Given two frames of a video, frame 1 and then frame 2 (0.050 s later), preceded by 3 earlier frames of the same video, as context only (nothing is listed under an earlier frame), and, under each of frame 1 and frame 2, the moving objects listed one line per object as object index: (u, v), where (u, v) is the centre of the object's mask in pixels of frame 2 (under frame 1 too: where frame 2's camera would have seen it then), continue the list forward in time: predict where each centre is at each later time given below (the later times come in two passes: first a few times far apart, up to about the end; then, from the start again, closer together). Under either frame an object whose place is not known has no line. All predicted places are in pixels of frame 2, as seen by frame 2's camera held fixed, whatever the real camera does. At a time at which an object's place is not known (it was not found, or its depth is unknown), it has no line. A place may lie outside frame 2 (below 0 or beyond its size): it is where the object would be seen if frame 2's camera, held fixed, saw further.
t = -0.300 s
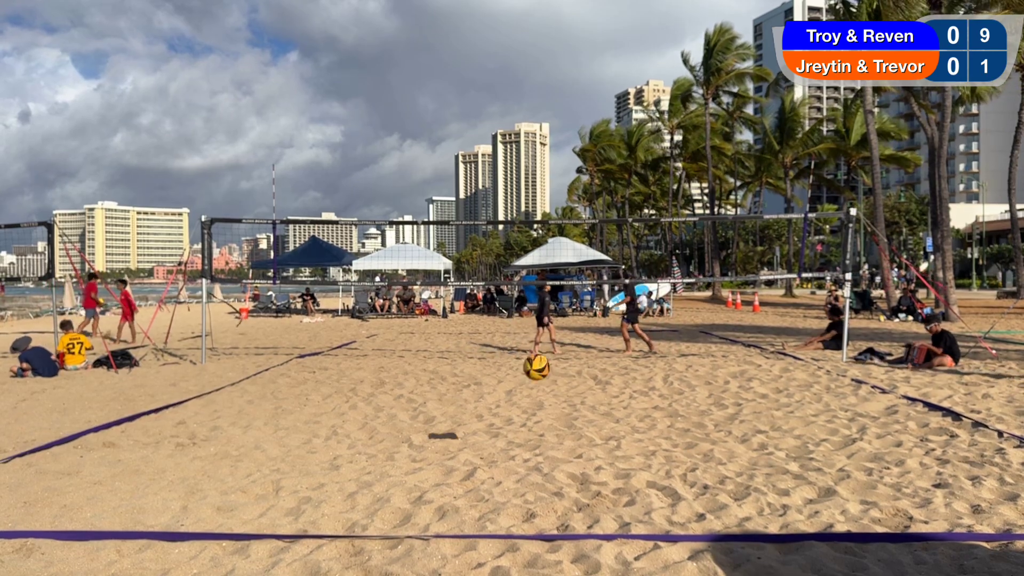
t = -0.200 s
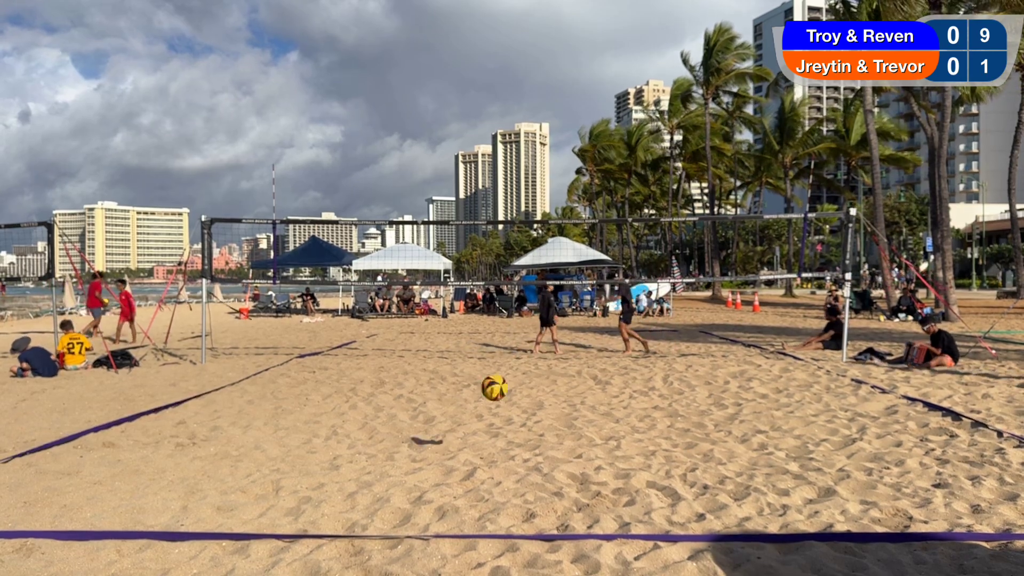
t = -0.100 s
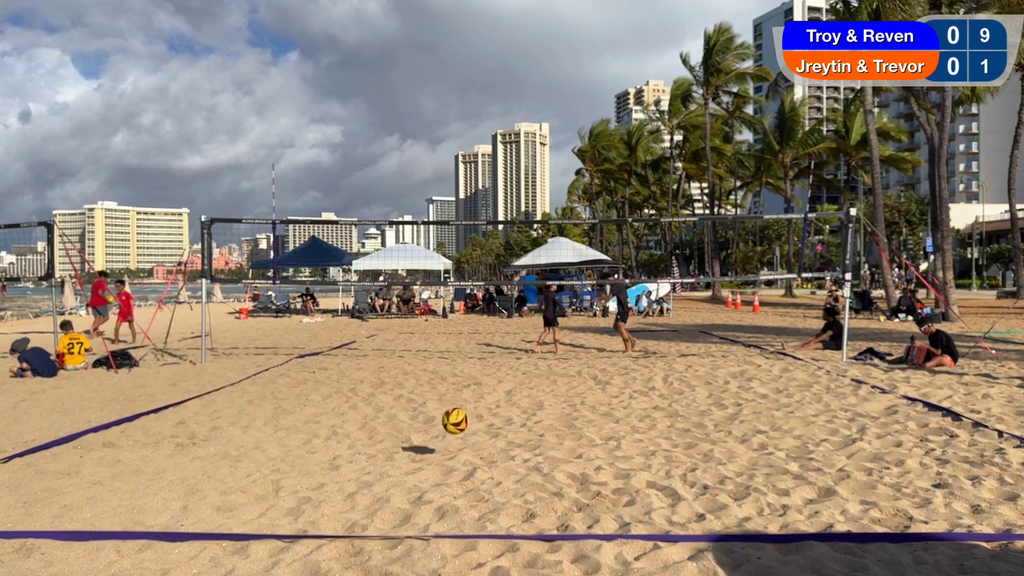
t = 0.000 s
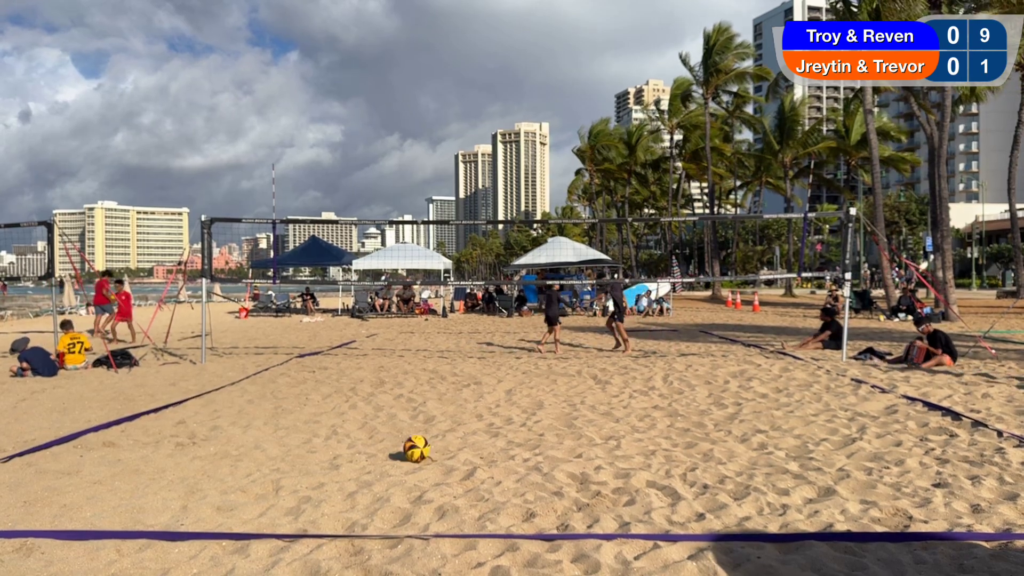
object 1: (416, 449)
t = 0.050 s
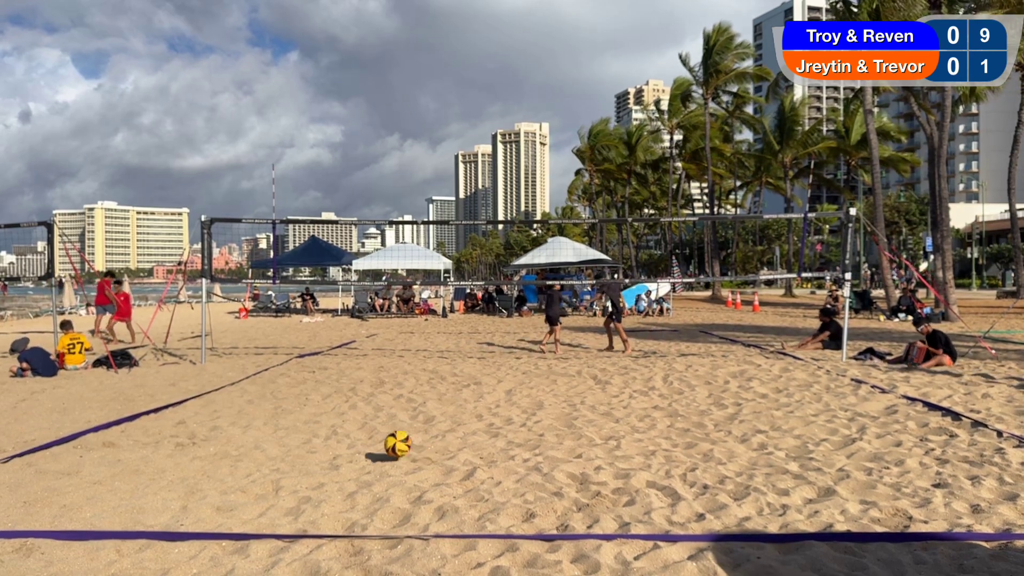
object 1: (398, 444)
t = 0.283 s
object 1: (312, 452)
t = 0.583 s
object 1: (228, 454)
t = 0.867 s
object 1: (167, 464)
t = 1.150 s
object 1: (132, 464)
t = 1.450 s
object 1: (112, 464)
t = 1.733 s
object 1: (104, 465)
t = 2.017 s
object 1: (97, 466)
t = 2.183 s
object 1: (100, 466)
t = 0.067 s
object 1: (392, 443)
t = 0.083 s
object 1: (385, 442)
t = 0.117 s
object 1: (373, 442)
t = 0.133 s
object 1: (367, 442)
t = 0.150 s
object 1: (360, 443)
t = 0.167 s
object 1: (354, 444)
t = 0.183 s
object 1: (347, 445)
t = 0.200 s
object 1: (341, 447)
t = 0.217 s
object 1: (335, 449)
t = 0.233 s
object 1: (329, 452)
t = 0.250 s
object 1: (323, 455)
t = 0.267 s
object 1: (318, 454)
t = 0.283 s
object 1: (312, 452)
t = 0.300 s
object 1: (307, 451)
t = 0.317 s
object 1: (303, 449)
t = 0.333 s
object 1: (297, 449)
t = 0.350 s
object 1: (292, 448)
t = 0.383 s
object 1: (282, 448)
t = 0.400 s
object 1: (277, 449)
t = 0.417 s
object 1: (272, 449)
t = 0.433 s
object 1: (267, 451)
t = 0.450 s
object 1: (262, 452)
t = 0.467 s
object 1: (257, 455)
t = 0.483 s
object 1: (252, 456)
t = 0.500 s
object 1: (248, 458)
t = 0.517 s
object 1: (243, 457)
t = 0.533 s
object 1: (239, 455)
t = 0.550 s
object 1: (236, 454)
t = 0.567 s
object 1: (232, 454)
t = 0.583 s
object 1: (228, 454)
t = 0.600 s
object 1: (224, 454)
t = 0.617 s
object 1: (220, 455)
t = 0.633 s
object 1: (216, 456)
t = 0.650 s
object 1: (212, 457)
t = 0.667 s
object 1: (208, 458)
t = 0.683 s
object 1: (204, 460)
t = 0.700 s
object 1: (200, 462)
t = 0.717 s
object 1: (195, 464)
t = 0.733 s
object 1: (192, 464)
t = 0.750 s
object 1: (189, 464)
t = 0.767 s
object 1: (186, 463)
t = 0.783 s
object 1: (182, 463)
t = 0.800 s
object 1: (179, 463)
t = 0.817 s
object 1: (176, 463)
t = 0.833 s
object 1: (173, 464)
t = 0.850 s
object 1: (170, 464)
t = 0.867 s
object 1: (167, 464)
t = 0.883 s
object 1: (164, 463)
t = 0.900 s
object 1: (162, 463)
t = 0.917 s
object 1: (160, 463)
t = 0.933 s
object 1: (158, 464)
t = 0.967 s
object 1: (153, 464)
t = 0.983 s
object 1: (151, 464)
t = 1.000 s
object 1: (149, 463)
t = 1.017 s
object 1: (146, 463)
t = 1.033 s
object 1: (145, 463)
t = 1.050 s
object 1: (143, 463)
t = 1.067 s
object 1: (141, 463)
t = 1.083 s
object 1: (139, 463)
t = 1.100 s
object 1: (137, 464)
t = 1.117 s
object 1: (135, 464)
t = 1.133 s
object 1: (134, 464)
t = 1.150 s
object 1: (132, 464)
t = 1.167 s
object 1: (130, 464)
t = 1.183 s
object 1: (129, 464)
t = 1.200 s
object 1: (127, 464)
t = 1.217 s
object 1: (126, 464)
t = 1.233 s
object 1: (125, 464)
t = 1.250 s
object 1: (124, 464)
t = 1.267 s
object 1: (122, 464)
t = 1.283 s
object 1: (121, 464)
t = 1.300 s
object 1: (119, 464)
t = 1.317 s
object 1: (119, 464)
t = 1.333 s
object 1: (117, 464)
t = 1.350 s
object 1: (117, 464)
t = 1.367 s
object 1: (116, 464)
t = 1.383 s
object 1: (115, 464)
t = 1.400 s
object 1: (114, 464)
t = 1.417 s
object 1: (113, 464)
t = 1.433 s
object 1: (113, 464)
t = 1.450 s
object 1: (112, 464)
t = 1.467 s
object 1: (111, 464)
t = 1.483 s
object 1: (111, 464)
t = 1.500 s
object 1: (110, 464)
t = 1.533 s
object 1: (108, 464)
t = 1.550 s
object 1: (108, 464)
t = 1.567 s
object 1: (108, 464)
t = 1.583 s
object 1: (108, 464)
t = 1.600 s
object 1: (107, 464)
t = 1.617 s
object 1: (106, 464)
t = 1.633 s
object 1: (106, 465)
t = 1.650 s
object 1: (106, 465)
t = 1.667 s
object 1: (105, 465)
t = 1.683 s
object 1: (105, 465)
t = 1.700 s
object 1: (105, 465)
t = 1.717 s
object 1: (104, 465)
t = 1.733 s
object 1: (104, 465)
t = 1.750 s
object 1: (103, 465)
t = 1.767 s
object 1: (103, 465)
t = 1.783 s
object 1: (102, 465)
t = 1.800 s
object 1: (102, 465)
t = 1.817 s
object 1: (101, 466)
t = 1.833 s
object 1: (101, 466)
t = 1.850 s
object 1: (100, 466)
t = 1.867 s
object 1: (99, 466)
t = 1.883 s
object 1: (99, 466)
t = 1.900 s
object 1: (98, 466)
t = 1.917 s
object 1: (98, 466)
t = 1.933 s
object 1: (98, 466)
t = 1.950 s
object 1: (97, 466)
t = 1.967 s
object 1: (97, 466)
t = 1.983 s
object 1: (97, 466)
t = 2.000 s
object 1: (97, 466)
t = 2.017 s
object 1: (97, 466)
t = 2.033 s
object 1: (98, 466)
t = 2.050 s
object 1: (98, 466)
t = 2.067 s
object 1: (98, 466)
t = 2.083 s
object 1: (99, 466)
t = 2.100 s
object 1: (99, 467)
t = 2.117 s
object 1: (99, 467)
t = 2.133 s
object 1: (100, 467)
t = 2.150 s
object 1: (100, 466)
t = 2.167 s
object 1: (100, 466)
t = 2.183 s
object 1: (100, 466)
